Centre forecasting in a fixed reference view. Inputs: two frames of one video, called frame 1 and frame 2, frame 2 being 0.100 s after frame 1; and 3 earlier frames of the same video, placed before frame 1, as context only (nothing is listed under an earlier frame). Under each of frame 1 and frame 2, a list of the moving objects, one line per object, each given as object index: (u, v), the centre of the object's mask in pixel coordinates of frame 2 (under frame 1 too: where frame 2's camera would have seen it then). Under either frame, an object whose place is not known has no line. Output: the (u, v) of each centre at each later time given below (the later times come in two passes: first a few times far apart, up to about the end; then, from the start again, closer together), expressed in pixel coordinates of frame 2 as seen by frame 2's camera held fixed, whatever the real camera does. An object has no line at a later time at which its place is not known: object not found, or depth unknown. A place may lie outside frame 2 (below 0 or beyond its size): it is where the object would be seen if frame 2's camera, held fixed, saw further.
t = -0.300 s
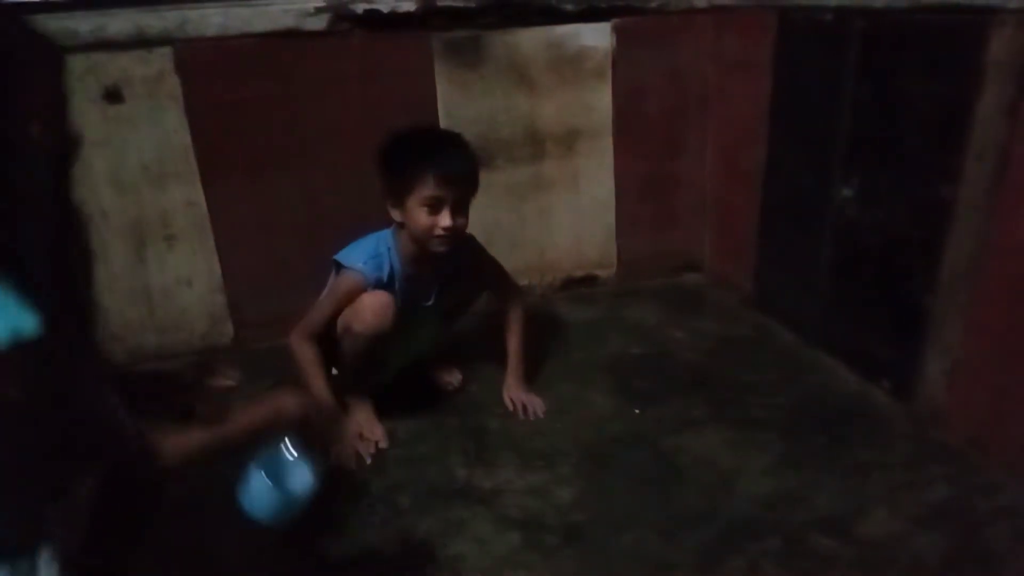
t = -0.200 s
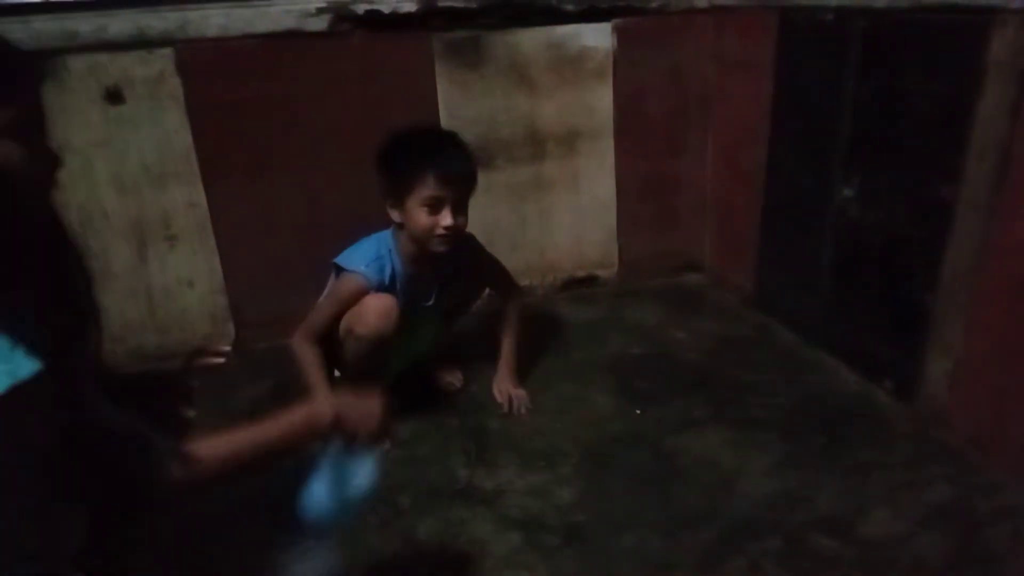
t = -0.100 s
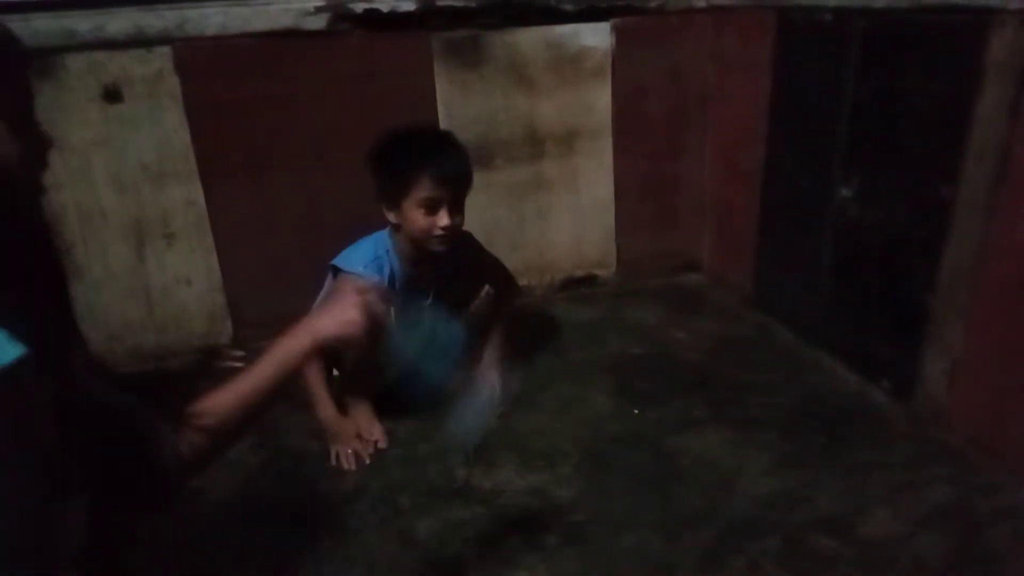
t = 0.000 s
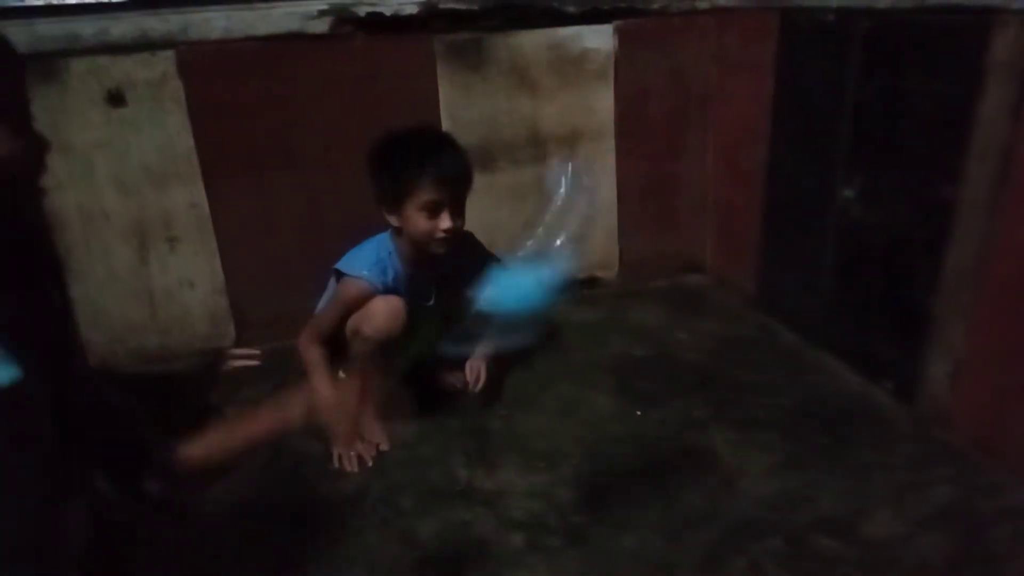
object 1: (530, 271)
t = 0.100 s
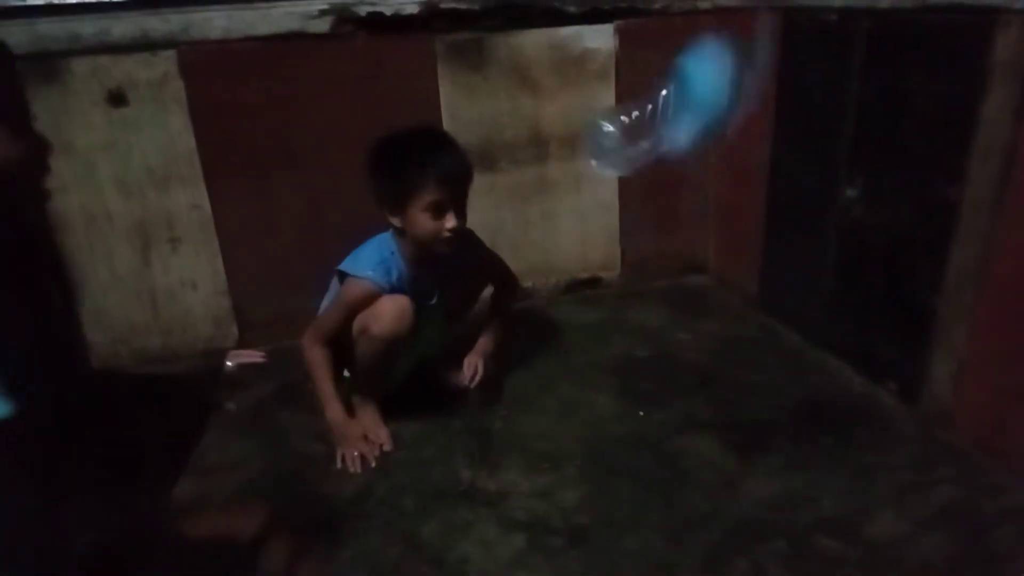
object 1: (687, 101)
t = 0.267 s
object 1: (708, 195)
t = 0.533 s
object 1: (851, 436)
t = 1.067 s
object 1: (938, 454)
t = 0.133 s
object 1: (686, 84)
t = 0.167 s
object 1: (687, 90)
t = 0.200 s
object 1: (682, 97)
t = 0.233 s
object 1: (693, 146)
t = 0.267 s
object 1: (708, 195)
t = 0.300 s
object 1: (741, 236)
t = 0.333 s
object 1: (774, 262)
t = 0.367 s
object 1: (803, 282)
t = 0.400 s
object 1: (828, 313)
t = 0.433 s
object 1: (848, 347)
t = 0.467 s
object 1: (860, 378)
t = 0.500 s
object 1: (863, 421)
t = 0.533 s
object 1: (851, 436)
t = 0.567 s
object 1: (847, 422)
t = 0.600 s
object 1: (848, 411)
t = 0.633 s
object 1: (852, 400)
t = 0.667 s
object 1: (865, 390)
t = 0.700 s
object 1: (880, 382)
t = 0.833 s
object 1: (928, 397)
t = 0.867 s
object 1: (932, 413)
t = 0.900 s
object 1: (941, 427)
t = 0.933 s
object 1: (936, 449)
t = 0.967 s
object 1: (932, 451)
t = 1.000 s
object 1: (932, 452)
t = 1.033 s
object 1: (939, 449)
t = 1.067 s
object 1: (938, 454)
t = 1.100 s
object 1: (940, 458)
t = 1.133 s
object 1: (942, 465)
